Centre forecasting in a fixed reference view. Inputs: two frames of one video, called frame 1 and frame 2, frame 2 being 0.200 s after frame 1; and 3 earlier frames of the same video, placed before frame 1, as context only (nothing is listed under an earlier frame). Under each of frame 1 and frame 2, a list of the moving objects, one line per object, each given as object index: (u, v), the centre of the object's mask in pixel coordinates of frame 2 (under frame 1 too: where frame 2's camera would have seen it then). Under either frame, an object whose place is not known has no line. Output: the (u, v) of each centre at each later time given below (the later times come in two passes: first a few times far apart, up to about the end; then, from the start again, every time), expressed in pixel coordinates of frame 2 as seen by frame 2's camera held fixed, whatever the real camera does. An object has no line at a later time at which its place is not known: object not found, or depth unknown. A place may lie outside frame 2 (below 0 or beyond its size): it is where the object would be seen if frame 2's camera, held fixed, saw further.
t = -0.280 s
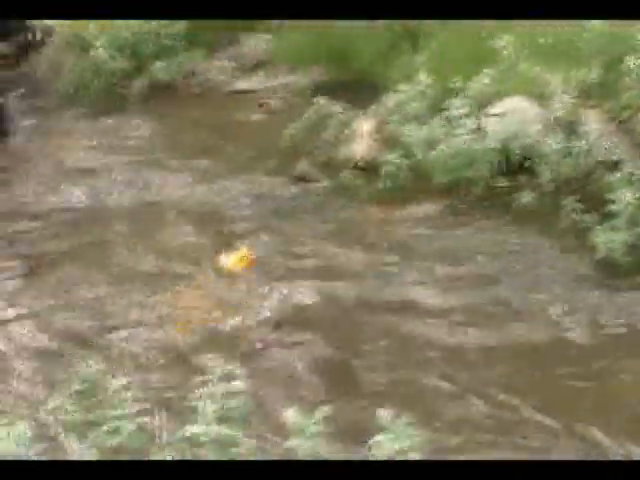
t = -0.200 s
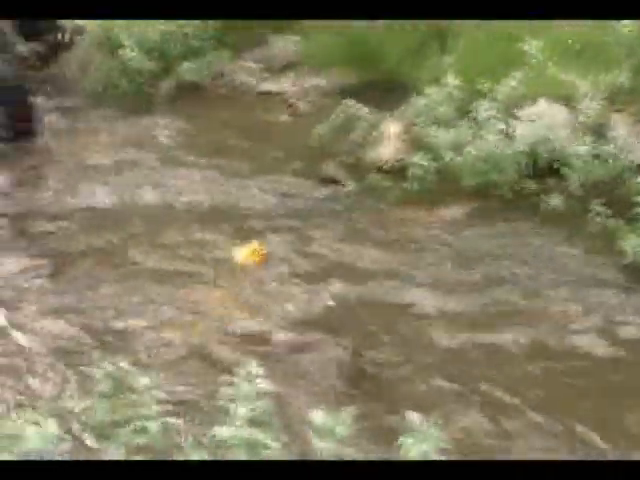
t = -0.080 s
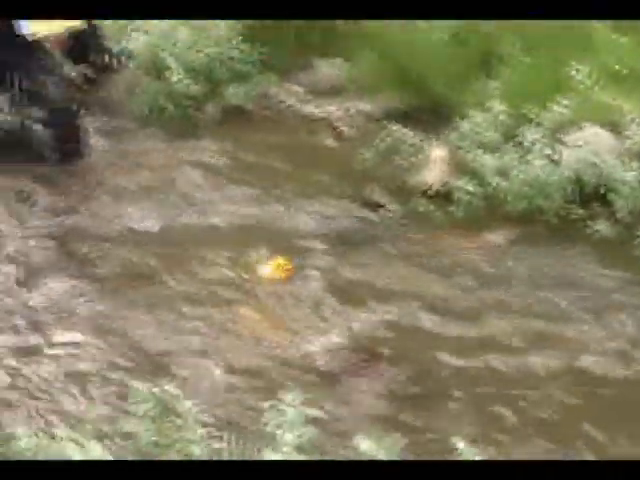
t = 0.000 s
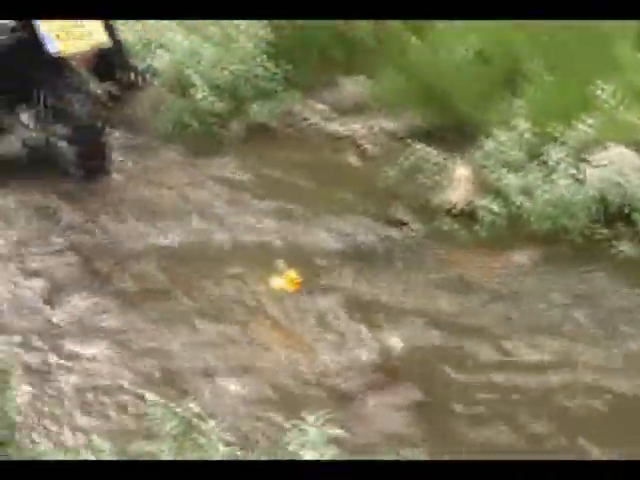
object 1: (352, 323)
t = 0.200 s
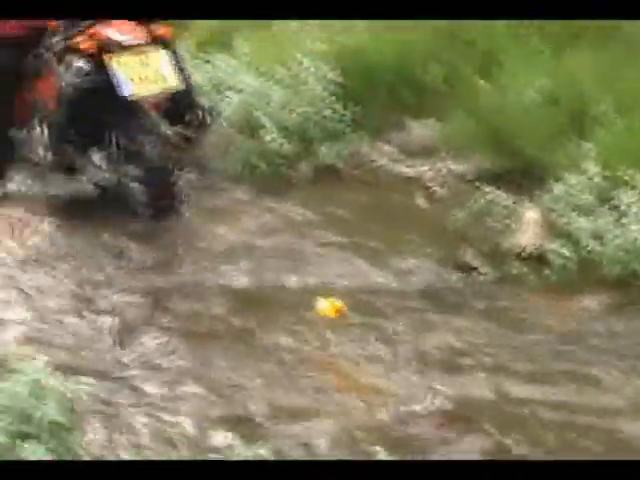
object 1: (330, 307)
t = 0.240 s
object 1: (325, 305)
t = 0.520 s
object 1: (299, 286)
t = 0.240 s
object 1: (325, 305)
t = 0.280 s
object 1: (322, 302)
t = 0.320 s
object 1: (317, 299)
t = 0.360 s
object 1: (313, 297)
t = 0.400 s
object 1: (311, 295)
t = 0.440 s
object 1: (307, 292)
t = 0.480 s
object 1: (303, 289)
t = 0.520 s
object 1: (299, 286)
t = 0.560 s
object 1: (296, 282)
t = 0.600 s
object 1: (292, 276)
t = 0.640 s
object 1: (288, 269)
